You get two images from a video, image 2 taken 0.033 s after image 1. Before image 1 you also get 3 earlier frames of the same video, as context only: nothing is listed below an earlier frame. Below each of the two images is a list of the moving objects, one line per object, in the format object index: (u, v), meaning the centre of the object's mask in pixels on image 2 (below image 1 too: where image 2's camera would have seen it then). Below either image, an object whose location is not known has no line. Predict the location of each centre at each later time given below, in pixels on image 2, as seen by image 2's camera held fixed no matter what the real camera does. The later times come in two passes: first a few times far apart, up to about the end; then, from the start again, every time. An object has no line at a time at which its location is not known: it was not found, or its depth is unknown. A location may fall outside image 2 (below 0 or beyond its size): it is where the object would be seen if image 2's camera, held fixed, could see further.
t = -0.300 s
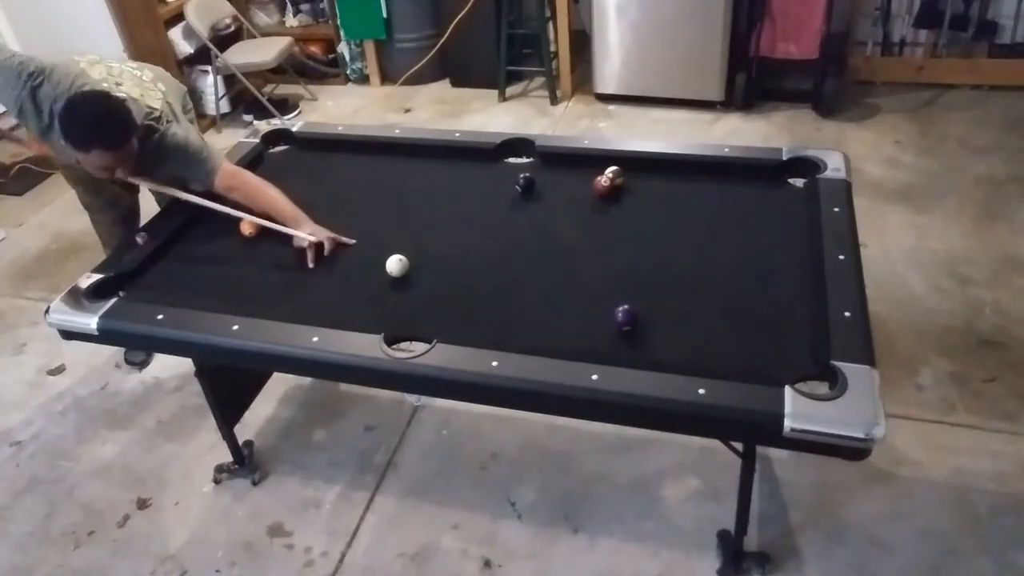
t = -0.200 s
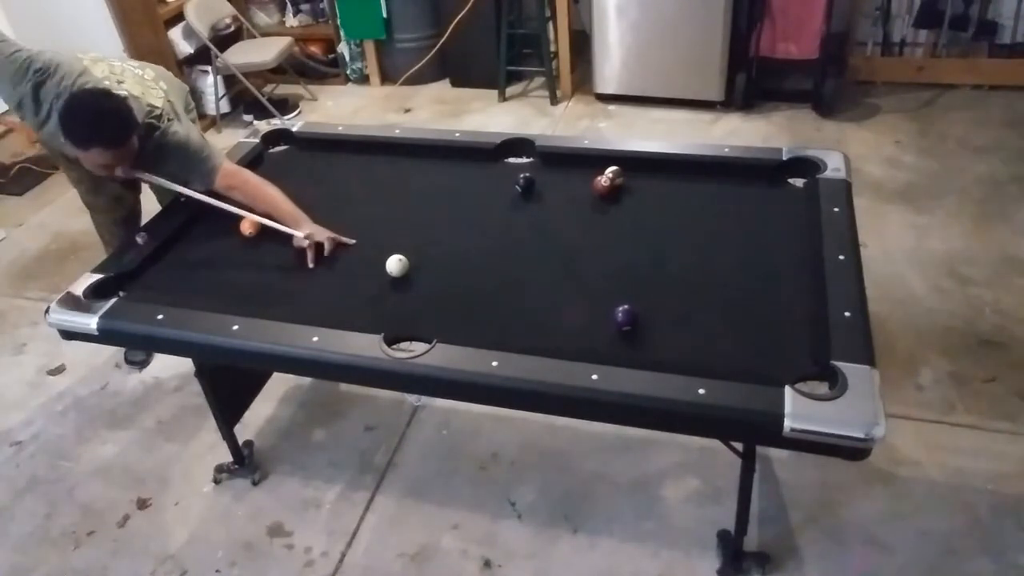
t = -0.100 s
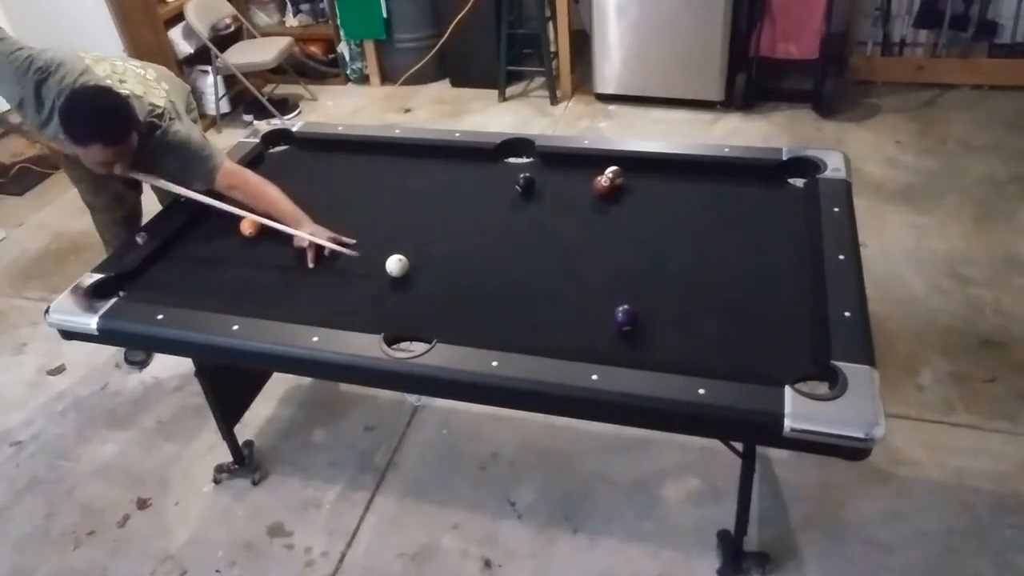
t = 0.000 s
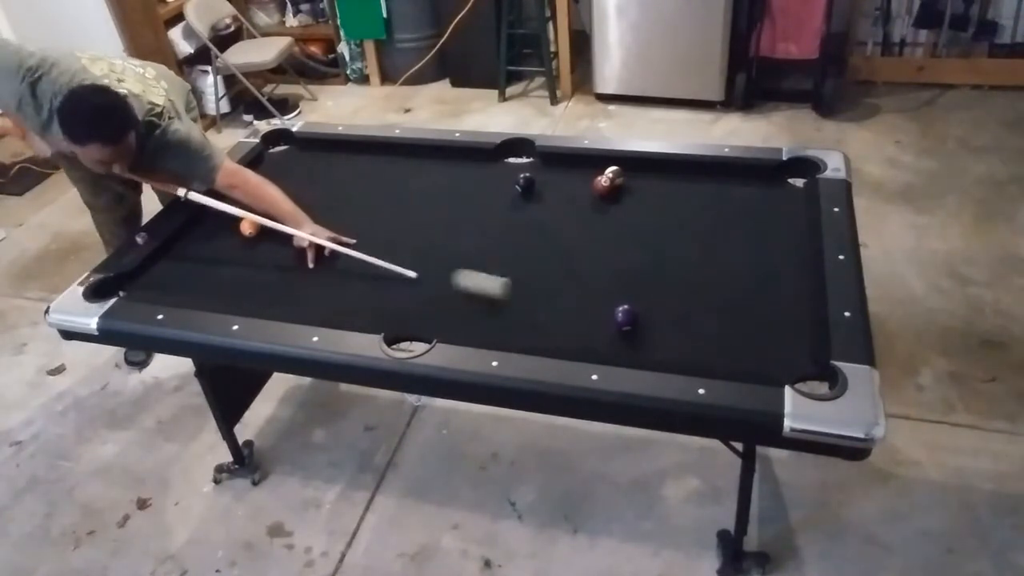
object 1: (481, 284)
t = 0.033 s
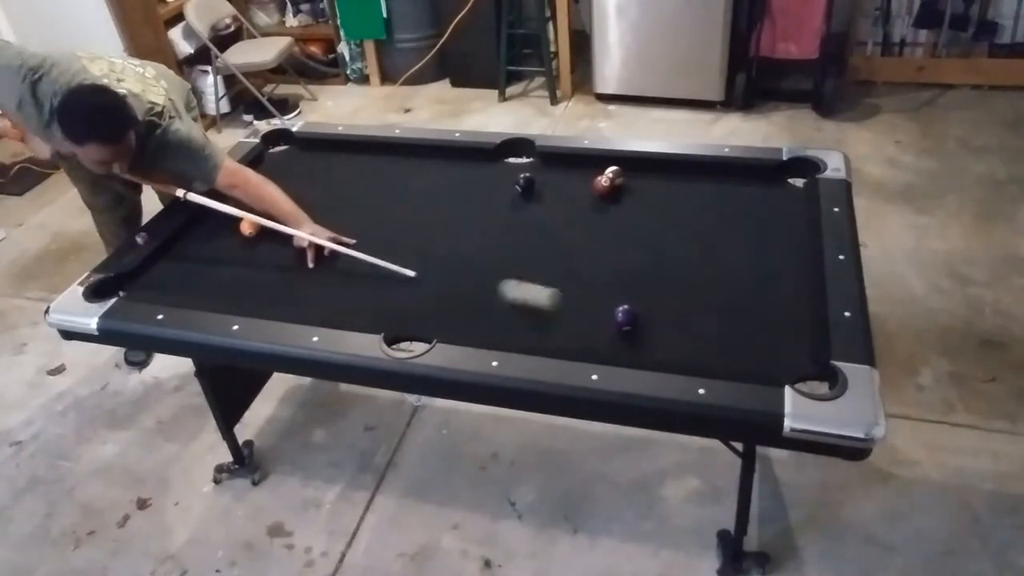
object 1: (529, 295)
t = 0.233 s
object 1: (590, 297)
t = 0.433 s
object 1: (562, 281)
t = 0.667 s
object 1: (533, 265)
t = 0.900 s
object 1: (509, 249)
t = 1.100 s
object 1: (492, 238)
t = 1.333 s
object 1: (475, 227)
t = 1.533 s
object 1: (463, 218)
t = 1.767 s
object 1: (451, 209)
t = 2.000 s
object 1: (443, 201)
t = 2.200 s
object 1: (437, 196)
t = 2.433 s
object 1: (433, 190)
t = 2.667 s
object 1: (431, 186)
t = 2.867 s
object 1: (430, 183)
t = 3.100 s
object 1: (431, 180)
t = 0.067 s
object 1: (578, 305)
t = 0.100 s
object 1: (602, 309)
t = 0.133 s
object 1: (601, 306)
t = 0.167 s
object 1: (598, 303)
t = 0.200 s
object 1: (595, 300)
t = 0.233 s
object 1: (590, 297)
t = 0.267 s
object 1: (585, 295)
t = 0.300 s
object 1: (580, 292)
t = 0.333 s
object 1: (575, 289)
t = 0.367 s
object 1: (571, 287)
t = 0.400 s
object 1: (566, 284)
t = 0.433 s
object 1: (562, 281)
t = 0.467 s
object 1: (557, 279)
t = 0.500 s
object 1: (553, 276)
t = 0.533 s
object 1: (549, 274)
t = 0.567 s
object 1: (545, 271)
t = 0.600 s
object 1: (541, 269)
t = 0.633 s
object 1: (537, 267)
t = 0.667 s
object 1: (533, 265)
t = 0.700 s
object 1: (529, 262)
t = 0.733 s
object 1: (526, 260)
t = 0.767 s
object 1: (522, 258)
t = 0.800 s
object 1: (519, 256)
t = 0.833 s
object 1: (515, 254)
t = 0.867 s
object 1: (512, 252)
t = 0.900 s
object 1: (509, 249)
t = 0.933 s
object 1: (506, 247)
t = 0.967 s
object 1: (503, 246)
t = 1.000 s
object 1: (500, 244)
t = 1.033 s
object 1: (497, 242)
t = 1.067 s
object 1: (494, 240)
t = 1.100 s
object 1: (492, 238)
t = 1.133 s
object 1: (489, 236)
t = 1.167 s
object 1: (486, 234)
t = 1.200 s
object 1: (484, 233)
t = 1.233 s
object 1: (482, 231)
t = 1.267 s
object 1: (479, 230)
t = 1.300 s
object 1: (477, 228)
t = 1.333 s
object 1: (475, 227)
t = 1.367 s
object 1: (473, 225)
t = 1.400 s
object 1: (470, 223)
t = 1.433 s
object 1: (468, 222)
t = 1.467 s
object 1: (466, 221)
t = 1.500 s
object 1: (465, 219)
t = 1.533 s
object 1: (463, 218)
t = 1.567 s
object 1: (461, 217)
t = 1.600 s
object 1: (459, 215)
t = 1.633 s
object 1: (458, 214)
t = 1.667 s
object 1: (456, 213)
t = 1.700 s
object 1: (454, 211)
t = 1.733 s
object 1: (453, 210)
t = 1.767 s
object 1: (451, 209)
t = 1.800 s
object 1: (450, 208)
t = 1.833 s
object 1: (448, 207)
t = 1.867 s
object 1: (447, 206)
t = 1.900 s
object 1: (446, 205)
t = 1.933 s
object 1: (445, 204)
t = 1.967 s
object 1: (444, 202)
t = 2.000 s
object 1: (443, 201)
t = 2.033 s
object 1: (442, 200)
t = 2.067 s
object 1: (441, 199)
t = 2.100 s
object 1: (440, 198)
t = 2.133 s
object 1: (439, 197)
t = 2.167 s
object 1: (438, 197)
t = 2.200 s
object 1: (437, 196)
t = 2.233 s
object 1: (437, 195)
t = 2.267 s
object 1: (436, 194)
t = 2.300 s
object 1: (436, 193)
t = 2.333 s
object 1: (435, 192)
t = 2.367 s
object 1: (434, 191)
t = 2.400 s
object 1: (434, 191)
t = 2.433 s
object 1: (433, 190)
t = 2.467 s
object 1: (433, 189)
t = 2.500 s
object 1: (432, 189)
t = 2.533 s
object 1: (432, 188)
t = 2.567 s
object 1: (432, 188)
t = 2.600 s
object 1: (431, 187)
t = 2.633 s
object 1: (431, 186)
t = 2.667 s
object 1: (431, 186)
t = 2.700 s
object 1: (431, 185)
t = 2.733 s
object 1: (431, 185)
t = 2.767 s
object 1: (431, 184)
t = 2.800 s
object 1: (430, 184)
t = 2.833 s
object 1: (430, 183)
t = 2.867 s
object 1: (430, 183)
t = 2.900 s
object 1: (430, 182)
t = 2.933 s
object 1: (430, 182)
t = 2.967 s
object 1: (430, 181)
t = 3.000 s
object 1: (430, 181)
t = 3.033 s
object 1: (431, 181)
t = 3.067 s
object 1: (431, 180)
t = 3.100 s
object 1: (431, 180)
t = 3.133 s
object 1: (431, 180)
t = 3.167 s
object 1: (431, 180)
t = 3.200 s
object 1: (431, 179)
